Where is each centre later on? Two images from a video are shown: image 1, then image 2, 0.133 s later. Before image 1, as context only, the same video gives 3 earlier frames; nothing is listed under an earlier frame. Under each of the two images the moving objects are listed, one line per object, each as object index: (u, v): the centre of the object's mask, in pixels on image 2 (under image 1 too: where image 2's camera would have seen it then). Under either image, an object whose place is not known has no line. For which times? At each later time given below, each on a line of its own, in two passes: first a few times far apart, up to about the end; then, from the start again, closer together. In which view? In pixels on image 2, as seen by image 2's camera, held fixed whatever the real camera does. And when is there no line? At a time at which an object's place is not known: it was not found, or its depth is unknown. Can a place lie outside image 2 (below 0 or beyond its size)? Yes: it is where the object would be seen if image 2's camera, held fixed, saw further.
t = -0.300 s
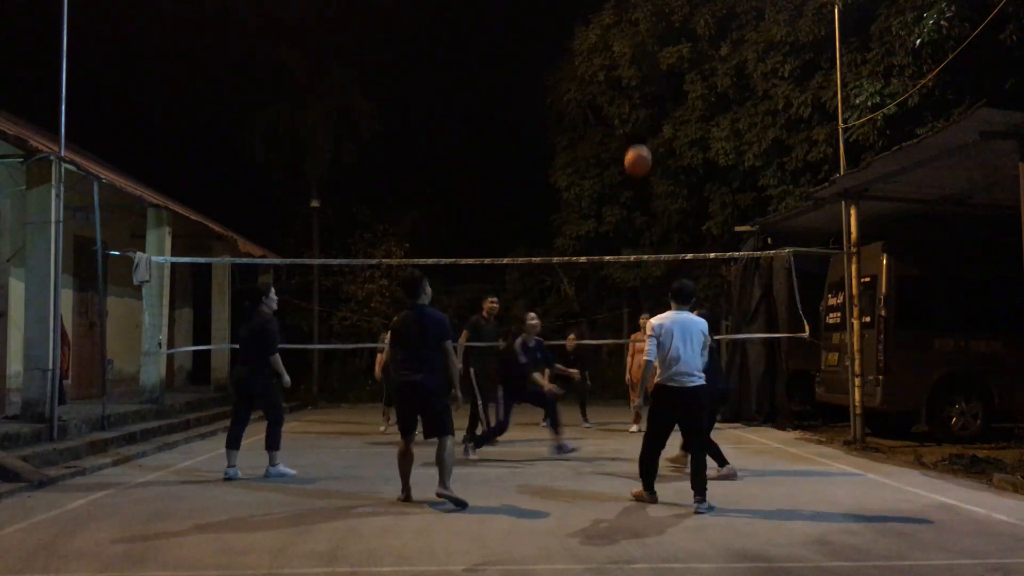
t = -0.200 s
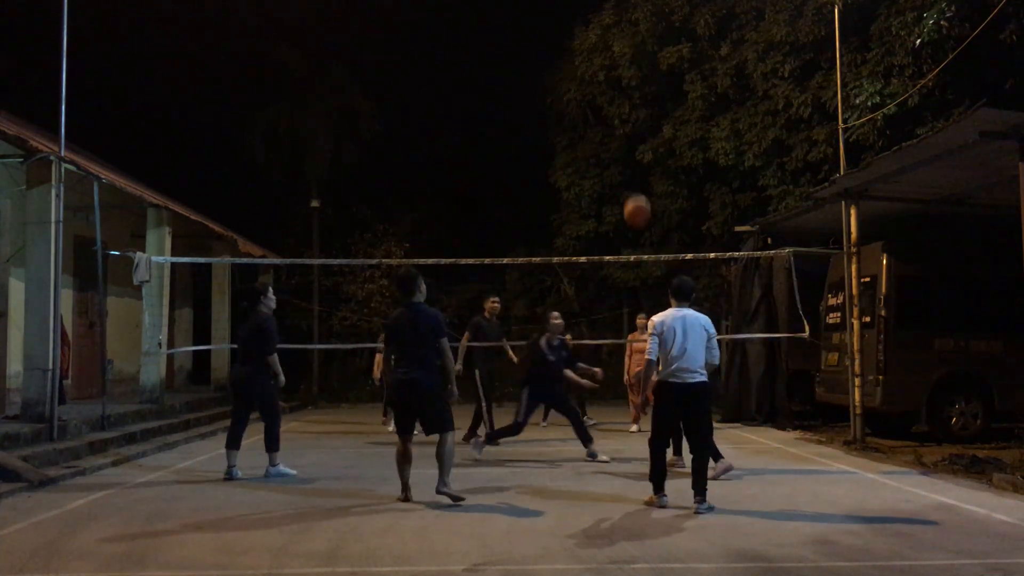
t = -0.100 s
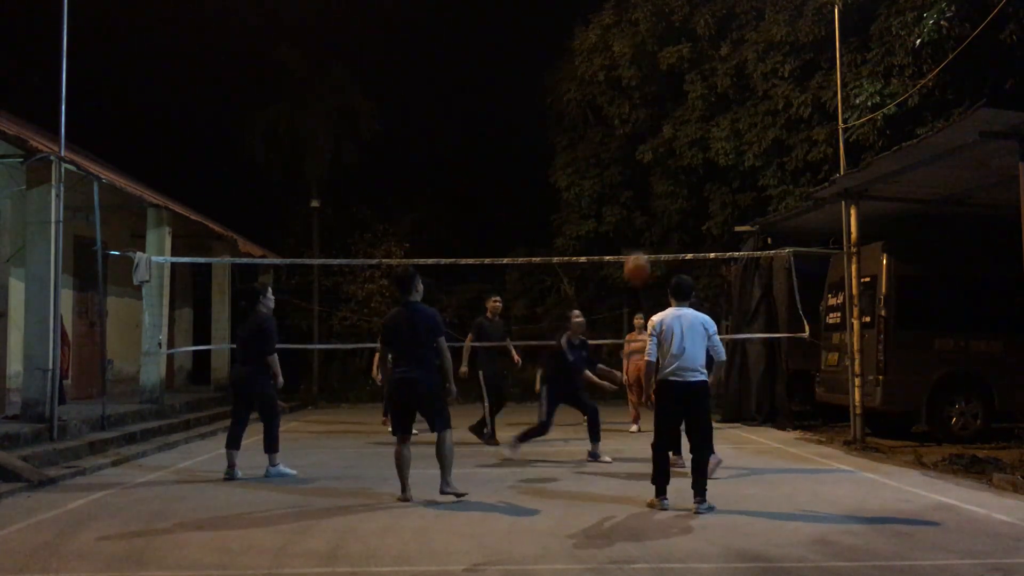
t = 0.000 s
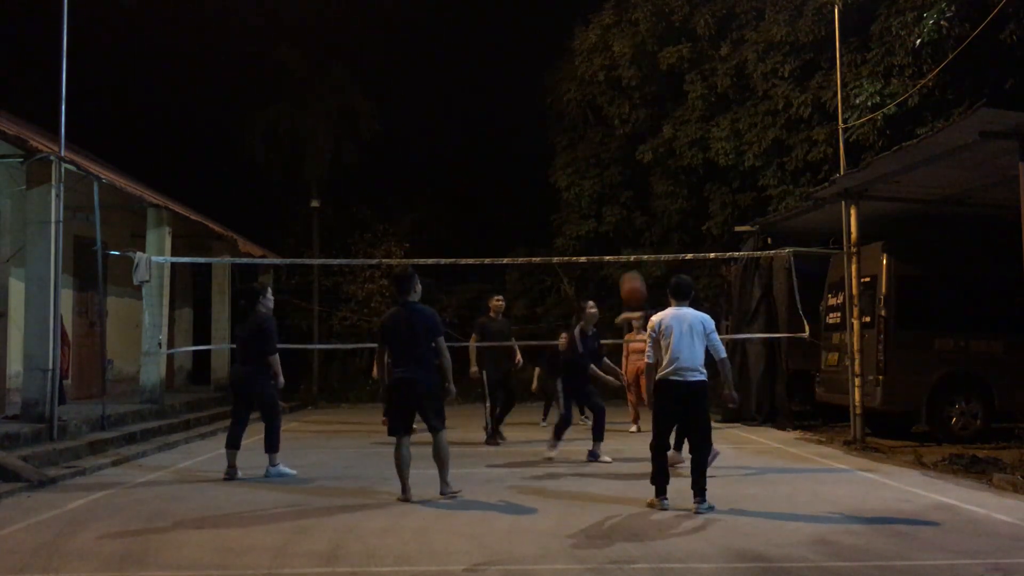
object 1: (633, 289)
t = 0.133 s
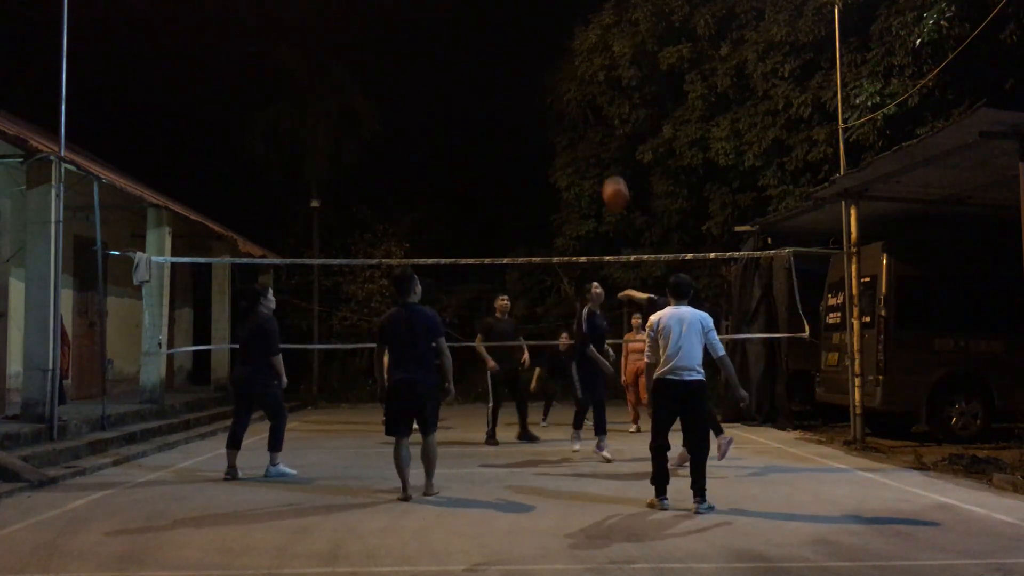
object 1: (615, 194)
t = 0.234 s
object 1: (603, 135)
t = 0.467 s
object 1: (576, 42)
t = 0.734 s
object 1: (547, 10)
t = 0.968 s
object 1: (523, 36)
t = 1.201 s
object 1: (502, 120)
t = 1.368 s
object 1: (490, 210)
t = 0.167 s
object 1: (611, 173)
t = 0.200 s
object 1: (607, 152)
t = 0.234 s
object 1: (603, 135)
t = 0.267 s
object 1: (599, 119)
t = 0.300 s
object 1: (595, 103)
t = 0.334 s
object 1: (591, 88)
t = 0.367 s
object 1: (587, 75)
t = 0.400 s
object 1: (583, 62)
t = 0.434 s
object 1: (579, 52)
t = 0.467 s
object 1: (576, 42)
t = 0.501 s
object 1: (572, 34)
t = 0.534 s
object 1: (568, 26)
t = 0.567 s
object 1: (564, 21)
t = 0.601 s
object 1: (561, 16)
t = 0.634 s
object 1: (557, 12)
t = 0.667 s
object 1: (554, 11)
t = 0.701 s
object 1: (550, 10)
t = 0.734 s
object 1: (547, 10)
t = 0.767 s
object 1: (543, 10)
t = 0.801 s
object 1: (540, 11)
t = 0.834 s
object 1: (536, 14)
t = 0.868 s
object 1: (533, 17)
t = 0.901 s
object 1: (530, 23)
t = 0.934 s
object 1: (526, 29)
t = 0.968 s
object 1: (523, 36)
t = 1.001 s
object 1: (520, 45)
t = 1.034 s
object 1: (517, 55)
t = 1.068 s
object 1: (514, 65)
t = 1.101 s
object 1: (511, 78)
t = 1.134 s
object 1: (508, 91)
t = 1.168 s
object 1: (505, 104)
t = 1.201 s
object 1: (502, 120)
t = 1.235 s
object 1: (500, 136)
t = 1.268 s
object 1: (497, 153)
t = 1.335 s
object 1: (493, 189)
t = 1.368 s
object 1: (490, 210)
